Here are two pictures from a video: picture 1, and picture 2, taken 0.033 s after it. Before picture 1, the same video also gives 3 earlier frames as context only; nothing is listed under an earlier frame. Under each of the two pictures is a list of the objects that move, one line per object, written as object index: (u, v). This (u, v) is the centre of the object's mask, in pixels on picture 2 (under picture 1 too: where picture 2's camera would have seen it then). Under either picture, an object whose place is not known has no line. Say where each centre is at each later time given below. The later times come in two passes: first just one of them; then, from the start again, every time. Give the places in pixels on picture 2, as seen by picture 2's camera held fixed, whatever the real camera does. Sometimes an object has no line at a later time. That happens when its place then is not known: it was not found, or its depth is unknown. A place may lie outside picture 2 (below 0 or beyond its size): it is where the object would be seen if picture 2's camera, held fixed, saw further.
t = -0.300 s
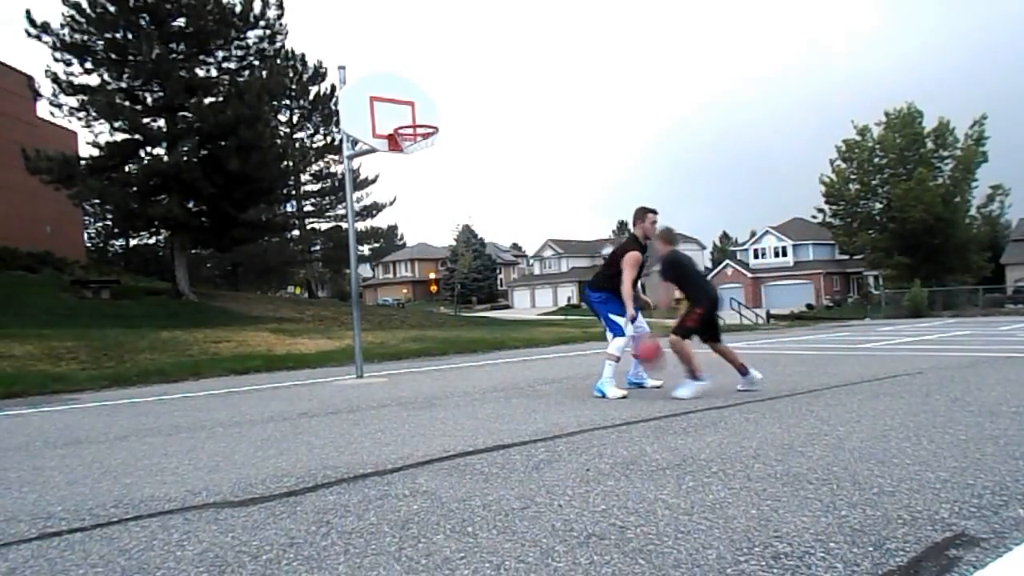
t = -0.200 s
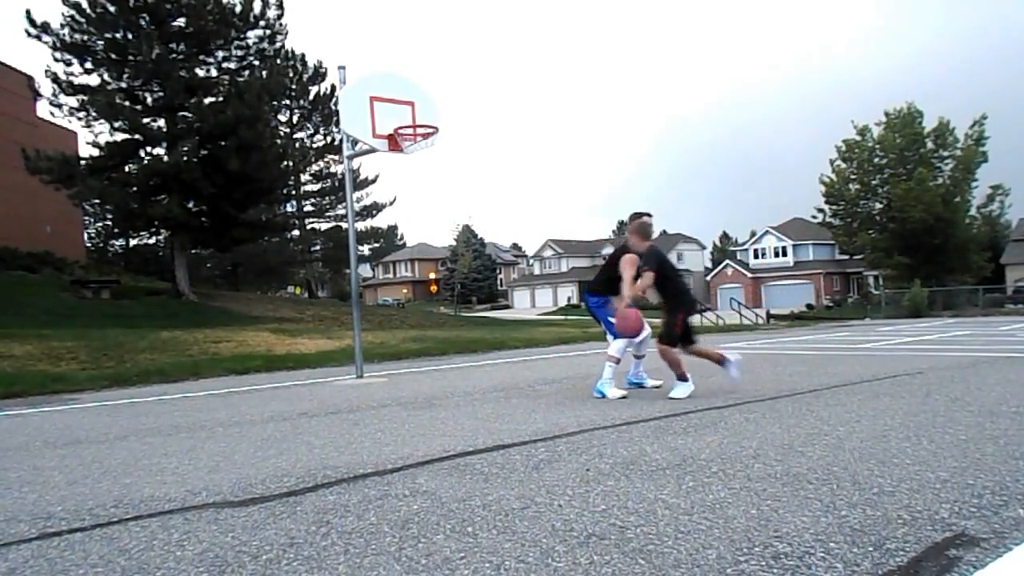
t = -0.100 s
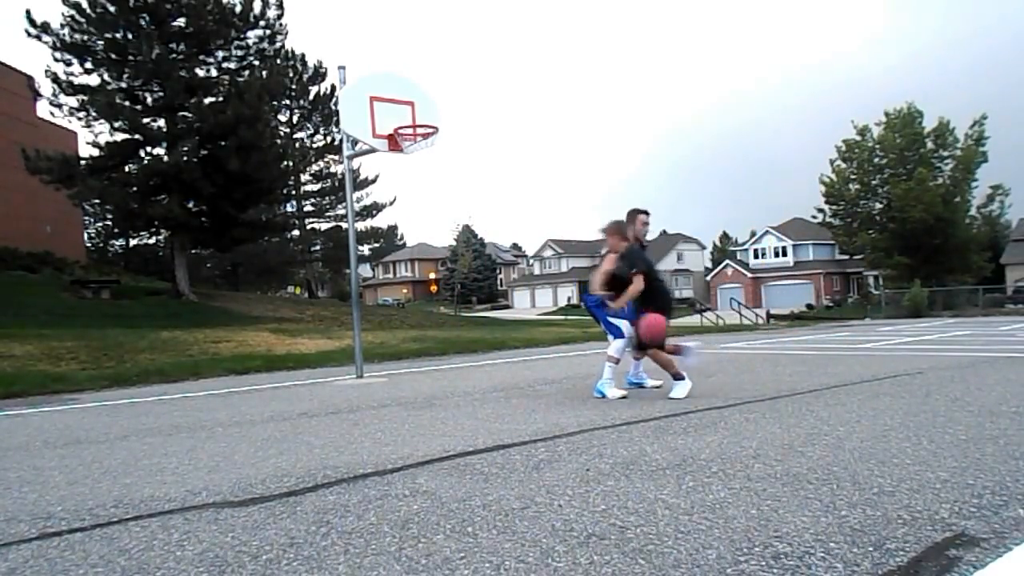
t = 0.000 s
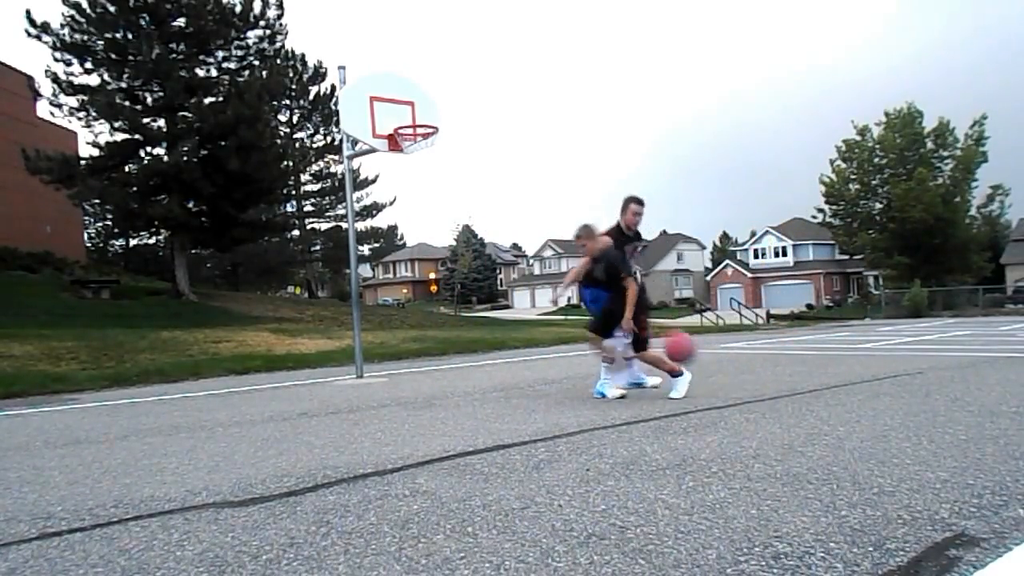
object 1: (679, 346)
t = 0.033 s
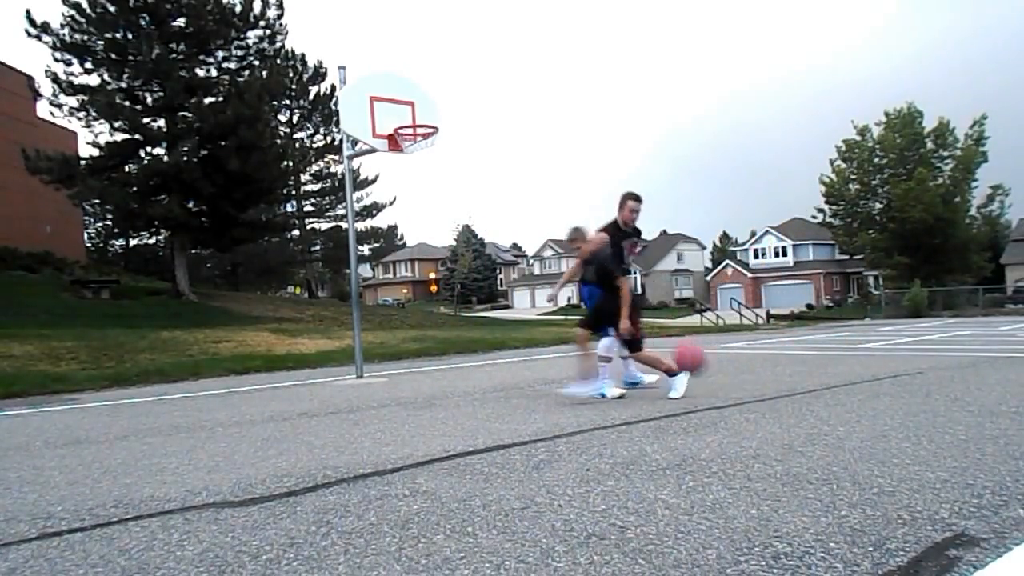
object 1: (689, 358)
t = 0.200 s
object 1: (727, 367)
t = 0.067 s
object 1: (699, 369)
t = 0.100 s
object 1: (710, 383)
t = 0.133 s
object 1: (719, 390)
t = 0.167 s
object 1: (723, 379)
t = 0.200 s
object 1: (727, 367)
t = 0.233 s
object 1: (732, 359)
